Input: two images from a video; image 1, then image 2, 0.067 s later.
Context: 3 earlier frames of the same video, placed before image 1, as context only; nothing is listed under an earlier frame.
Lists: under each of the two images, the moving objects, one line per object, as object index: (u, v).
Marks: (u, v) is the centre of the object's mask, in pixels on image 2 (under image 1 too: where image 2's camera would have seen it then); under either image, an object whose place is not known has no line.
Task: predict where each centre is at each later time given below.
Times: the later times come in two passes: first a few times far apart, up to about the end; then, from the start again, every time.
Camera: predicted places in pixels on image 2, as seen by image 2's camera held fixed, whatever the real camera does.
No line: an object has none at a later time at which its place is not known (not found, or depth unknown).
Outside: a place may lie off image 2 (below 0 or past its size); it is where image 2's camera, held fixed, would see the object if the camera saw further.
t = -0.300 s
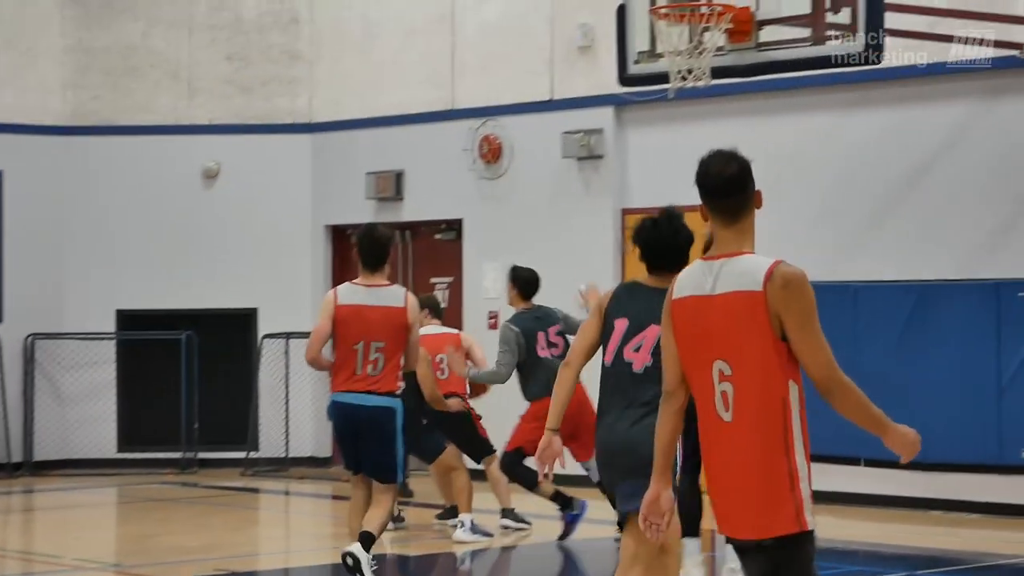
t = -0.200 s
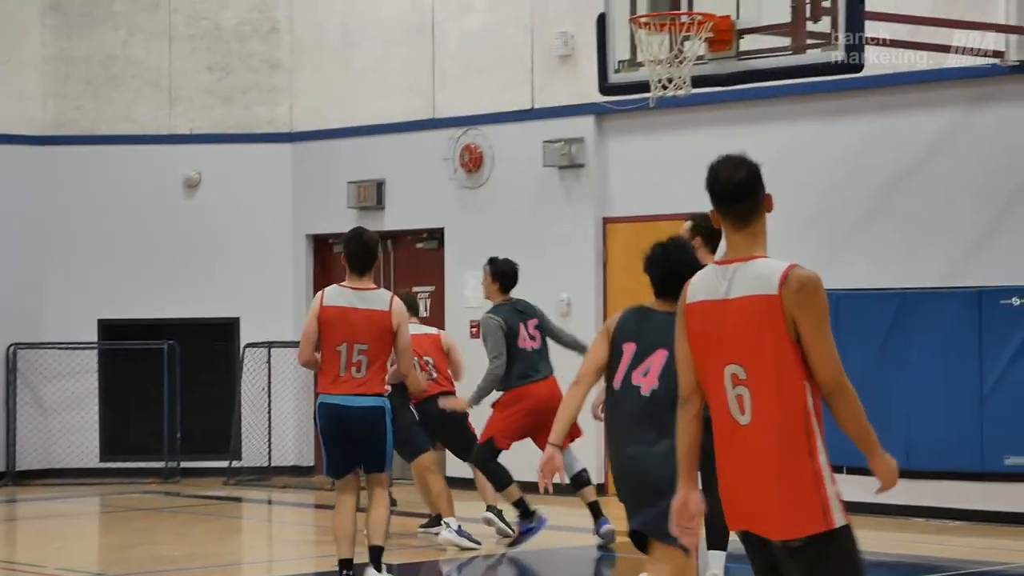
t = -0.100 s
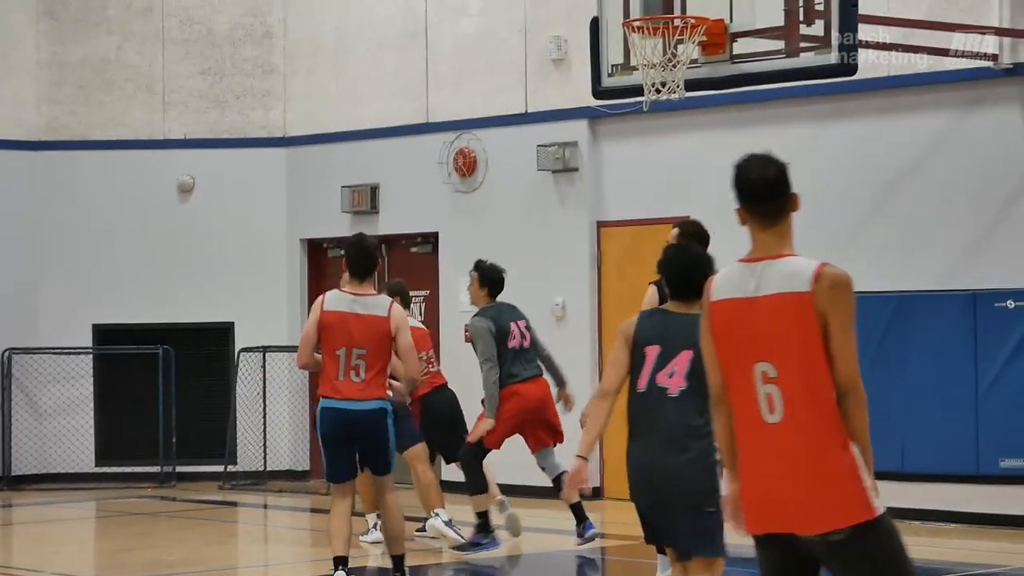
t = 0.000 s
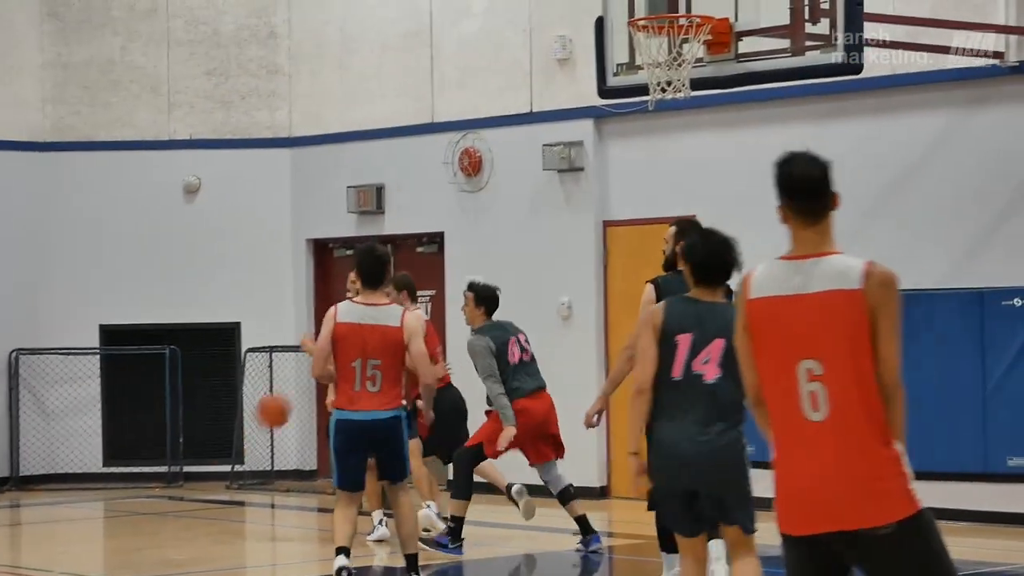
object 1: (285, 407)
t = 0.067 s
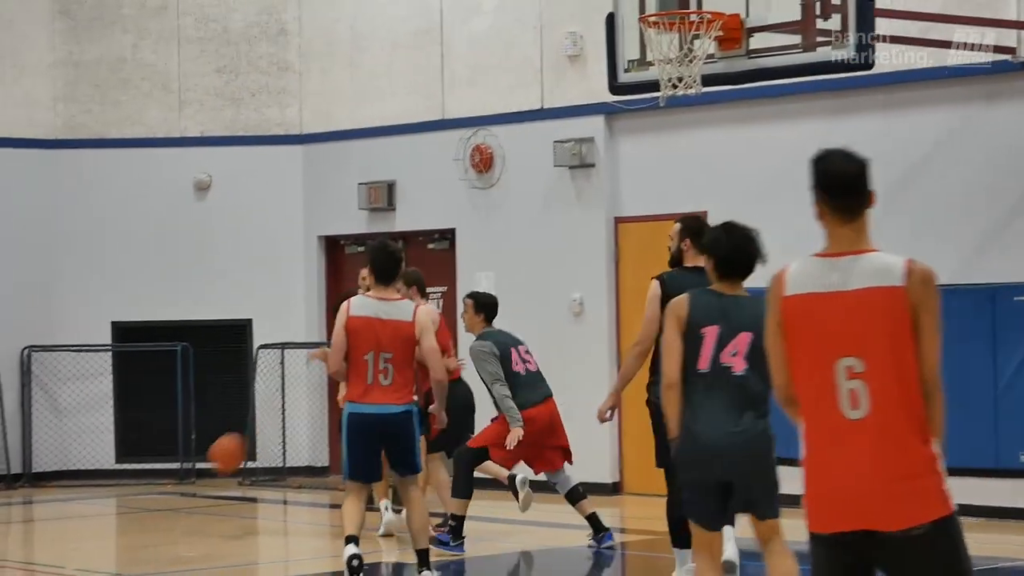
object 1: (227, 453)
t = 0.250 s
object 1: (117, 470)
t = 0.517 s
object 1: (20, 390)
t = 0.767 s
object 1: (-68, 411)
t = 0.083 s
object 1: (213, 465)
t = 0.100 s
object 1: (198, 478)
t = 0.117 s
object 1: (184, 491)
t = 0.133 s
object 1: (169, 507)
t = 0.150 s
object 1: (154, 520)
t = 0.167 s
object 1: (148, 516)
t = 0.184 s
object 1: (141, 505)
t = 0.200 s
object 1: (134, 495)
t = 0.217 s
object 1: (128, 486)
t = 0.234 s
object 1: (123, 478)
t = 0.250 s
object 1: (117, 470)
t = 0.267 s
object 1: (110, 462)
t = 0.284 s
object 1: (105, 455)
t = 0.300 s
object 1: (99, 447)
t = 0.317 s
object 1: (92, 440)
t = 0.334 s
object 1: (86, 434)
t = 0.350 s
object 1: (80, 427)
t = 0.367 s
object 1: (74, 422)
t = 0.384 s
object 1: (68, 417)
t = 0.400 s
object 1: (62, 412)
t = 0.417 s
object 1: (56, 407)
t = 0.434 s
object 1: (49, 404)
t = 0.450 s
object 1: (43, 400)
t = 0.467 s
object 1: (38, 397)
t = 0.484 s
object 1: (33, 394)
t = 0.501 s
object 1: (26, 391)
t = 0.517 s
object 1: (20, 390)
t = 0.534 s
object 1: (13, 388)
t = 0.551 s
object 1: (9, 387)
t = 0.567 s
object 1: (3, 386)
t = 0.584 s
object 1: (-3, 386)
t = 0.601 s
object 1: (-9, 387)
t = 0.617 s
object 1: (-15, 387)
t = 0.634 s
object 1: (-19, 388)
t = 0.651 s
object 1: (-25, 389)
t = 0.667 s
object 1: (-32, 391)
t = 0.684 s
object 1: (-37, 393)
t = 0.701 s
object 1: (-43, 395)
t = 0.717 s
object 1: (-50, 399)
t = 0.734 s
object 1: (-56, 402)
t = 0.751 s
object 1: (-62, 406)
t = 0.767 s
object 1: (-68, 411)
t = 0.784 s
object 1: (-74, 415)
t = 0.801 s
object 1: (-79, 421)
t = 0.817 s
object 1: (-86, 427)
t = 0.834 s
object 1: (-91, 432)
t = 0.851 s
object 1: (-98, 439)
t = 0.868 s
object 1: (-104, 446)
